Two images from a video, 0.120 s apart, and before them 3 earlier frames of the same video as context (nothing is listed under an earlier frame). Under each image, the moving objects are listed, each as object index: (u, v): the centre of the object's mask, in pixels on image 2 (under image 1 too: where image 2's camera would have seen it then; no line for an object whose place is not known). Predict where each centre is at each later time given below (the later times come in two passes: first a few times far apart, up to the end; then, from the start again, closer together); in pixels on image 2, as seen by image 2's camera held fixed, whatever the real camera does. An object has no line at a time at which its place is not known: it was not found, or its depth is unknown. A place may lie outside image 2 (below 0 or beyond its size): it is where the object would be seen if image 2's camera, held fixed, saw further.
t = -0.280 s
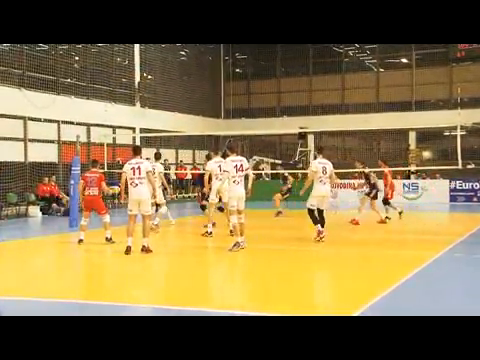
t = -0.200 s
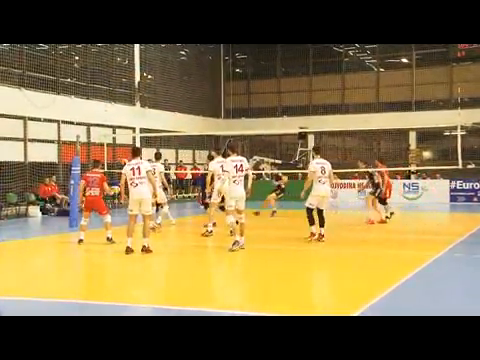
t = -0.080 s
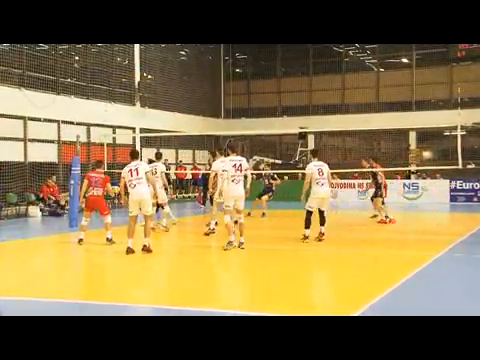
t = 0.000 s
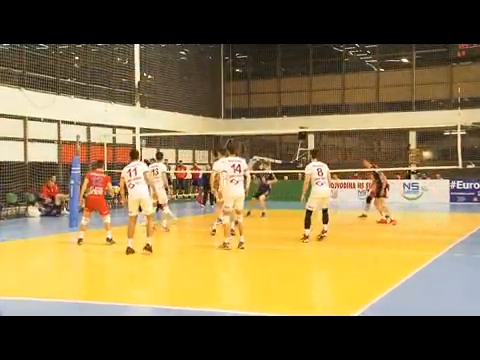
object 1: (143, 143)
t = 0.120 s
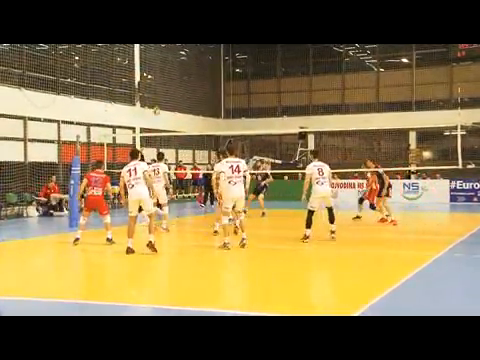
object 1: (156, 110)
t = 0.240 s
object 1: (170, 85)
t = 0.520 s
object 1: (204, 46)
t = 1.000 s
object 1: (266, 46)
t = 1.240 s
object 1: (292, 80)
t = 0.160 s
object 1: (161, 101)
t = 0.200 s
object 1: (166, 93)
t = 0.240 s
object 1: (170, 85)
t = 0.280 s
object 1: (175, 77)
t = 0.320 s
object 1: (180, 70)
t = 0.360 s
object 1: (184, 64)
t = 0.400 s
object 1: (190, 58)
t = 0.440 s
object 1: (195, 53)
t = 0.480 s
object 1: (199, 48)
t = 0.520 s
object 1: (204, 46)
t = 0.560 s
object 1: (210, 45)
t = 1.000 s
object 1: (266, 46)
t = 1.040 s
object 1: (270, 49)
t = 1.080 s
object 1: (275, 54)
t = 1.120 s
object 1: (280, 60)
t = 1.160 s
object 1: (284, 67)
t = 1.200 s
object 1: (289, 73)
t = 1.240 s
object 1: (292, 80)
